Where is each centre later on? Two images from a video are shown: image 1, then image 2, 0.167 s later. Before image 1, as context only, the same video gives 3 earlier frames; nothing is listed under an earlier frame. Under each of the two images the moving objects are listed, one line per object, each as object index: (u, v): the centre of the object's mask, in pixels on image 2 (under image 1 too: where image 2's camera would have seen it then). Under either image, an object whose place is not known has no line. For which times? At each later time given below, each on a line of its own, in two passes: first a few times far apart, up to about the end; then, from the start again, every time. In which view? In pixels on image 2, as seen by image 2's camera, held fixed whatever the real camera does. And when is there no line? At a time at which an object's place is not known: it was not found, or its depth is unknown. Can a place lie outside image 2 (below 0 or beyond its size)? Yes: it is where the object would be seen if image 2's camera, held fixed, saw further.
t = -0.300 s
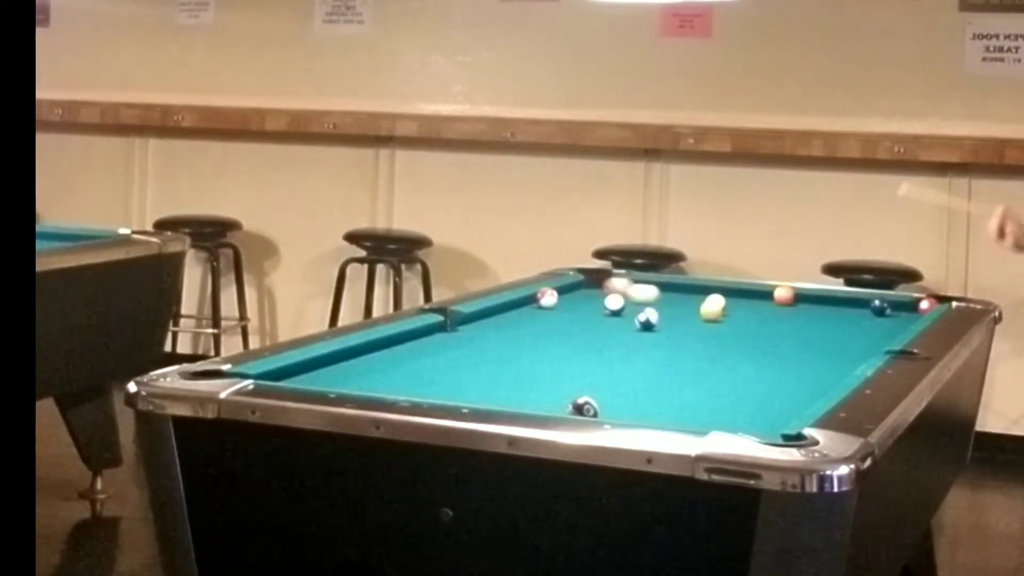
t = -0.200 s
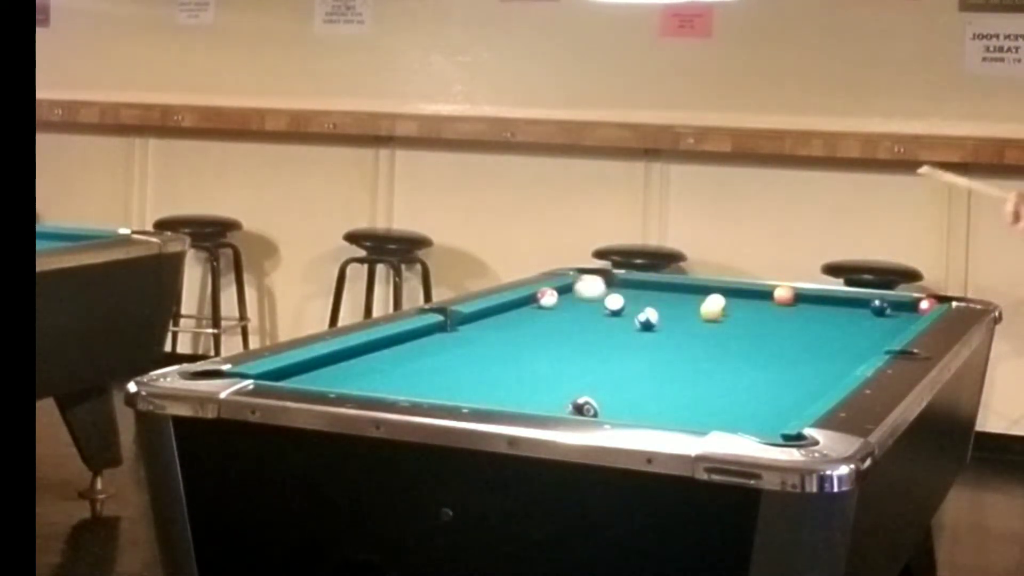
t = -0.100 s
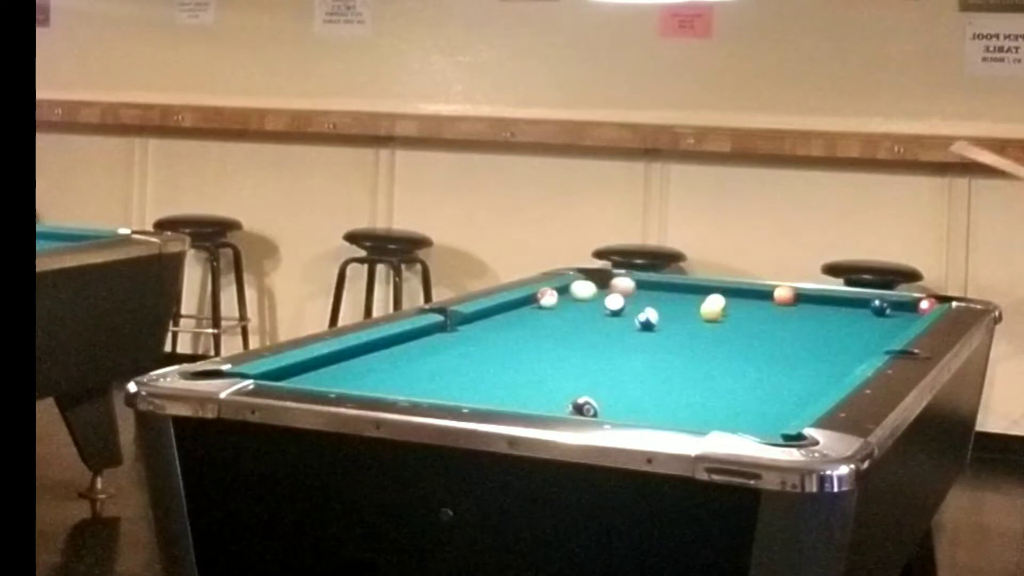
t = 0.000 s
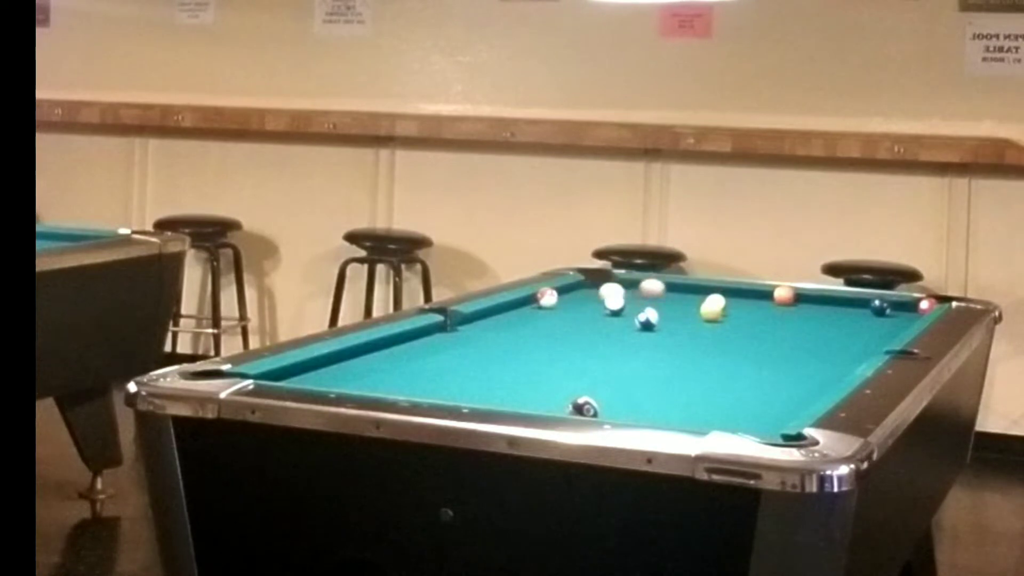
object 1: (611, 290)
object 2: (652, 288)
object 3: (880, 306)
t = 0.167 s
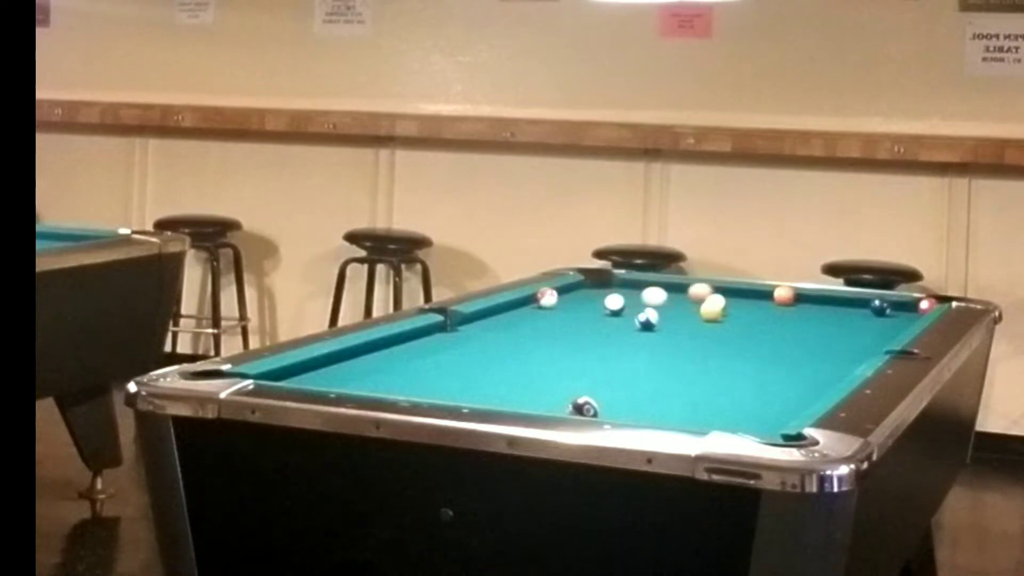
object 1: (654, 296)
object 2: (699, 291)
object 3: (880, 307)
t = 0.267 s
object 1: (679, 299)
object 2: (732, 294)
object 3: (880, 307)
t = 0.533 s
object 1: (715, 298)
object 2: (809, 301)
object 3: (880, 307)
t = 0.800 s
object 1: (737, 302)
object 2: (874, 308)
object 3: (895, 307)
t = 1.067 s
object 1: (756, 303)
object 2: (909, 312)
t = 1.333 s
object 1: (773, 303)
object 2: (895, 316)
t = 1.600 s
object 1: (788, 303)
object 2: (869, 314)
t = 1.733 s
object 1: (795, 304)
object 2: (858, 316)
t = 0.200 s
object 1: (663, 297)
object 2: (709, 291)
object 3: (880, 306)
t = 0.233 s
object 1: (671, 298)
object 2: (722, 291)
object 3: (880, 307)
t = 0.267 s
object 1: (679, 299)
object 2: (732, 294)
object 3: (880, 307)
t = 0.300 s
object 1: (688, 300)
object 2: (740, 295)
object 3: (880, 307)
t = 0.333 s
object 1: (695, 300)
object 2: (750, 296)
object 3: (880, 307)
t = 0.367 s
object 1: (698, 300)
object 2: (759, 298)
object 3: (880, 307)
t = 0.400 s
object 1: (701, 300)
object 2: (768, 298)
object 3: (880, 307)
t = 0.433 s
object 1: (704, 299)
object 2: (780, 298)
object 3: (880, 307)
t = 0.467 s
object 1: (708, 298)
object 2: (790, 300)
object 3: (880, 307)
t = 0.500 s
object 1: (711, 299)
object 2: (800, 300)
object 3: (880, 307)
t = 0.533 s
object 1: (715, 298)
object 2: (809, 301)
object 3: (880, 307)
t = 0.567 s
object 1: (718, 298)
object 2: (819, 302)
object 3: (880, 307)
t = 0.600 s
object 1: (722, 299)
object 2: (829, 303)
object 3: (880, 307)
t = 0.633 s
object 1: (725, 300)
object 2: (839, 304)
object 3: (880, 307)
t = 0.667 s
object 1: (727, 301)
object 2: (849, 305)
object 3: (880, 307)
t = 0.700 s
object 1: (729, 301)
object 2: (858, 306)
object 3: (881, 307)
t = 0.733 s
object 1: (731, 302)
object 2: (864, 307)
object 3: (885, 307)
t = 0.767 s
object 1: (734, 302)
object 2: (869, 307)
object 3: (890, 307)
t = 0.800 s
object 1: (737, 302)
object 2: (874, 308)
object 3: (895, 307)
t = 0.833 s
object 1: (739, 302)
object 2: (879, 310)
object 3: (901, 306)
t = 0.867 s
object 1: (741, 302)
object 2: (883, 310)
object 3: (904, 306)
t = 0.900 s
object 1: (744, 302)
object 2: (887, 311)
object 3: (906, 306)
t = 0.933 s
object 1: (747, 302)
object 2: (892, 311)
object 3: (910, 306)
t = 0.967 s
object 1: (749, 303)
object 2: (897, 312)
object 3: (912, 305)
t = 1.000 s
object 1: (751, 303)
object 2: (901, 313)
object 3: (911, 302)
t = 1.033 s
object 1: (754, 303)
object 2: (906, 313)
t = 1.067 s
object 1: (756, 303)
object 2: (909, 312)
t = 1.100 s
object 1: (758, 303)
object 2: (913, 314)
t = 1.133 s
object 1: (761, 303)
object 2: (912, 314)
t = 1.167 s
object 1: (763, 303)
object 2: (910, 312)
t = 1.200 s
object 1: (765, 303)
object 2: (906, 315)
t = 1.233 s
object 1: (767, 303)
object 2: (903, 315)
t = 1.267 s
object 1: (769, 303)
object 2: (900, 316)
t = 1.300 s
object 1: (771, 303)
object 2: (898, 316)
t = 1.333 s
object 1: (773, 303)
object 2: (895, 316)
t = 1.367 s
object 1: (775, 304)
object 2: (891, 316)
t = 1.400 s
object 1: (777, 304)
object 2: (888, 316)
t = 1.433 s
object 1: (779, 304)
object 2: (885, 315)
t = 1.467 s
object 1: (781, 304)
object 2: (882, 315)
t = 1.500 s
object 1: (783, 304)
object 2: (879, 315)
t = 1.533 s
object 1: (785, 304)
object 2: (876, 315)
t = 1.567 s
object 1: (787, 304)
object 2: (872, 313)
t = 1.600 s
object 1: (788, 303)
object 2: (869, 314)
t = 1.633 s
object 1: (790, 303)
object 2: (866, 315)
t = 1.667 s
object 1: (792, 304)
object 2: (864, 316)
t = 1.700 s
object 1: (794, 303)
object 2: (861, 316)
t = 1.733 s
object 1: (795, 304)
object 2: (858, 316)
